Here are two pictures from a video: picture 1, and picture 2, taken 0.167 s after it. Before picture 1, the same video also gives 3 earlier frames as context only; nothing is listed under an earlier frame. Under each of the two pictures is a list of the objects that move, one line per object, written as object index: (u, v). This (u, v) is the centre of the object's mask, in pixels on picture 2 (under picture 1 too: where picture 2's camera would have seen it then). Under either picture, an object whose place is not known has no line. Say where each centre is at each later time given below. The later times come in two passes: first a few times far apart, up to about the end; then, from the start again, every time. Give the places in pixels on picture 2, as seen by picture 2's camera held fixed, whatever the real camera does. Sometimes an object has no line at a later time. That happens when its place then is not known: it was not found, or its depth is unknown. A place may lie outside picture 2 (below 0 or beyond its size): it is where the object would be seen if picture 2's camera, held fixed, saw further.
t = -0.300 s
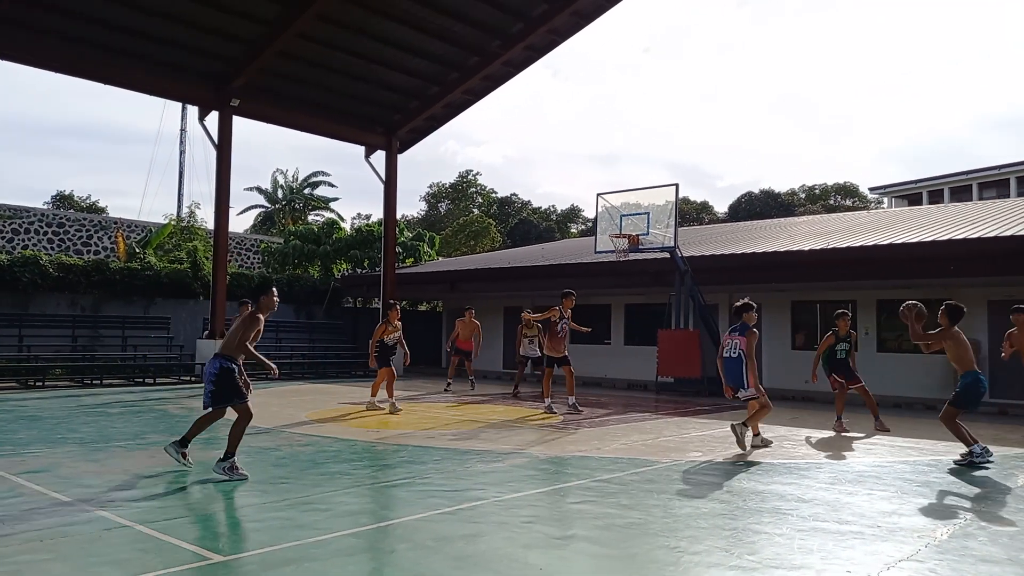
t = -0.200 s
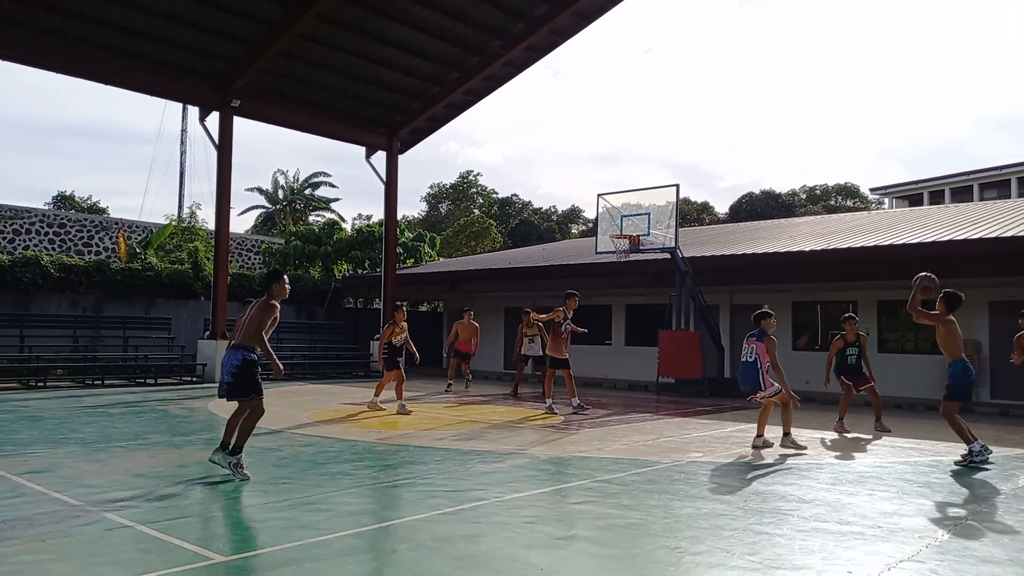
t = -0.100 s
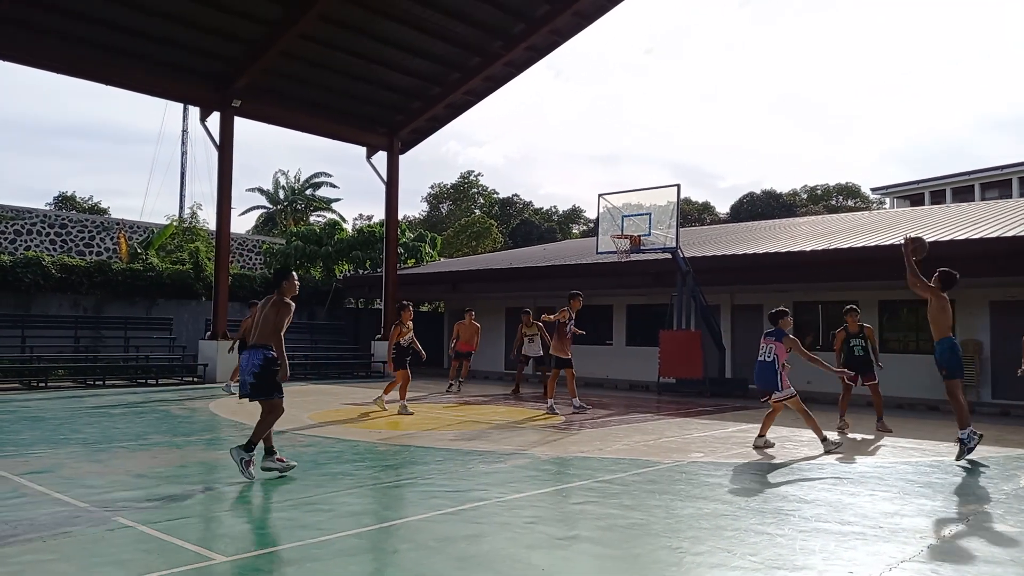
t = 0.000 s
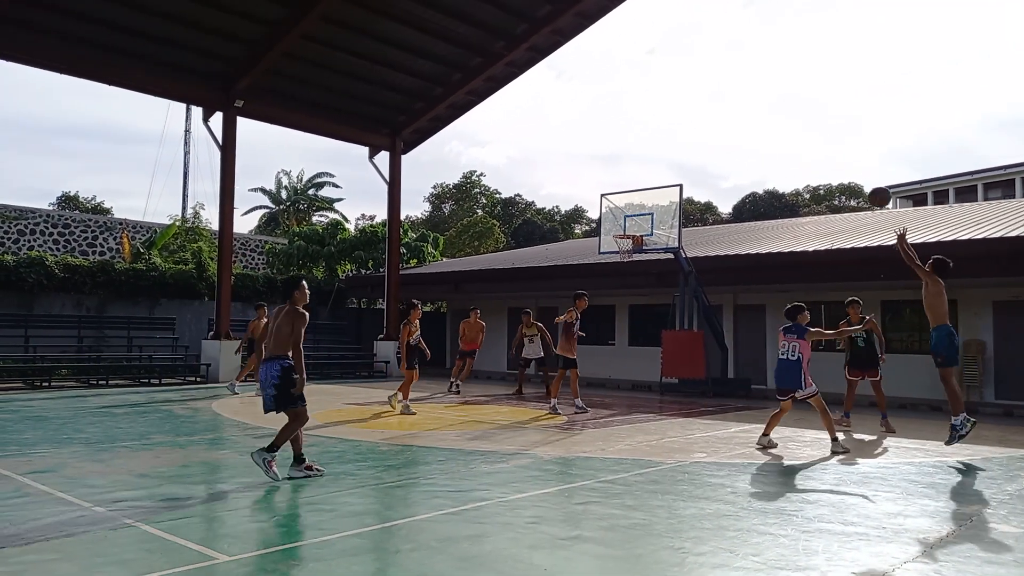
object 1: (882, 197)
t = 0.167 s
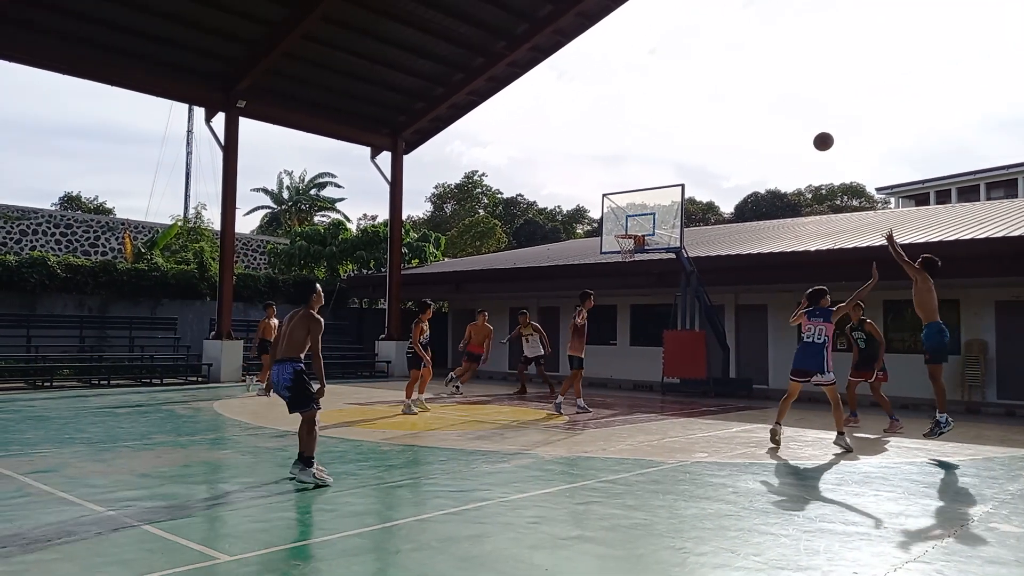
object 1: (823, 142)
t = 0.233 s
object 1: (803, 128)
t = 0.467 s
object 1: (744, 111)
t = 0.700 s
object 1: (697, 131)
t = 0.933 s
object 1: (659, 176)
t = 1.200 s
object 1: (629, 231)
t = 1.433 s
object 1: (620, 241)
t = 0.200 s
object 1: (813, 134)
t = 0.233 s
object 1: (803, 128)
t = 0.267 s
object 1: (794, 123)
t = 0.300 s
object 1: (785, 119)
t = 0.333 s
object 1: (776, 116)
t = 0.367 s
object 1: (768, 113)
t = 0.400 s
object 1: (759, 112)
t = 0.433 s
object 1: (752, 111)
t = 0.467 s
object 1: (744, 111)
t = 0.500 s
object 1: (736, 112)
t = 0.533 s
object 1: (729, 114)
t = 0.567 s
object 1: (722, 116)
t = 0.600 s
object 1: (716, 119)
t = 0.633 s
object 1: (709, 122)
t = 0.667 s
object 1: (703, 126)
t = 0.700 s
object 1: (697, 131)
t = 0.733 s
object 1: (691, 136)
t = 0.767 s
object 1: (685, 142)
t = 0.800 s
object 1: (680, 147)
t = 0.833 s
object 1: (674, 154)
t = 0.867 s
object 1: (669, 161)
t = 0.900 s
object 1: (664, 169)
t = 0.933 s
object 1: (659, 176)
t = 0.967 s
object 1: (654, 184)
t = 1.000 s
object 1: (649, 193)
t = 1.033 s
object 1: (644, 203)
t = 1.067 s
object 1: (640, 212)
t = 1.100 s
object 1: (634, 222)
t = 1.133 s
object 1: (631, 232)
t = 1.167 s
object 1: (629, 231)
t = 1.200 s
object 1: (629, 231)
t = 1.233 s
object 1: (627, 229)
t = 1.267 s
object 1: (626, 230)
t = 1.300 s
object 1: (625, 231)
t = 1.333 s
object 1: (624, 232)
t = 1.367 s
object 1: (622, 235)
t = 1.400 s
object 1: (621, 237)
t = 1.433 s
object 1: (620, 241)
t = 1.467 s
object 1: (619, 245)
